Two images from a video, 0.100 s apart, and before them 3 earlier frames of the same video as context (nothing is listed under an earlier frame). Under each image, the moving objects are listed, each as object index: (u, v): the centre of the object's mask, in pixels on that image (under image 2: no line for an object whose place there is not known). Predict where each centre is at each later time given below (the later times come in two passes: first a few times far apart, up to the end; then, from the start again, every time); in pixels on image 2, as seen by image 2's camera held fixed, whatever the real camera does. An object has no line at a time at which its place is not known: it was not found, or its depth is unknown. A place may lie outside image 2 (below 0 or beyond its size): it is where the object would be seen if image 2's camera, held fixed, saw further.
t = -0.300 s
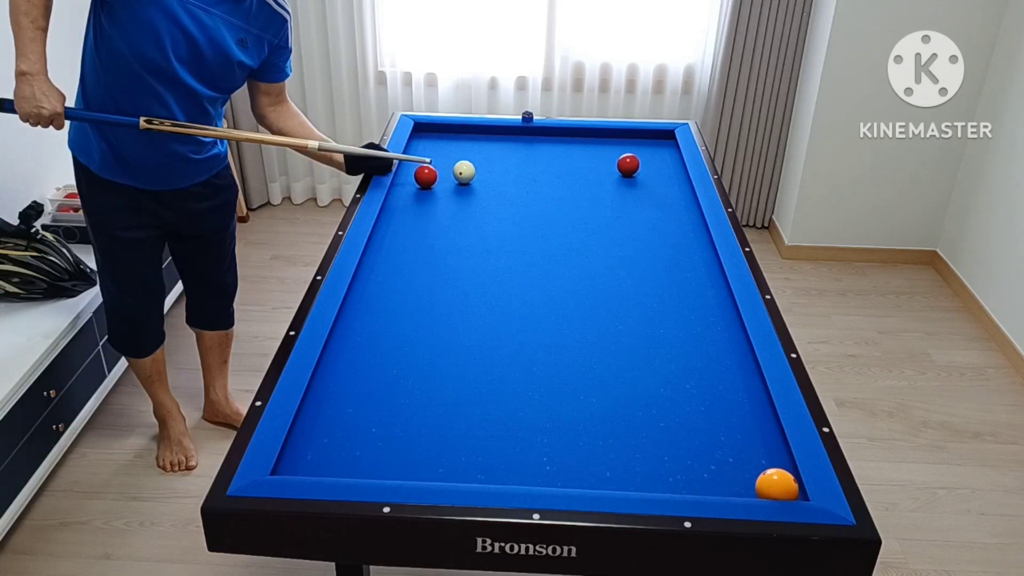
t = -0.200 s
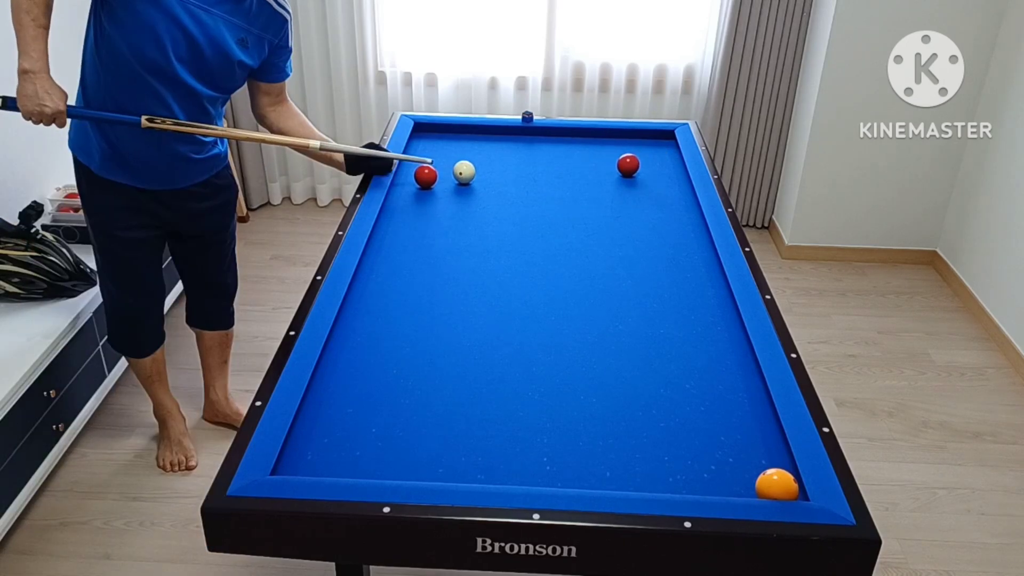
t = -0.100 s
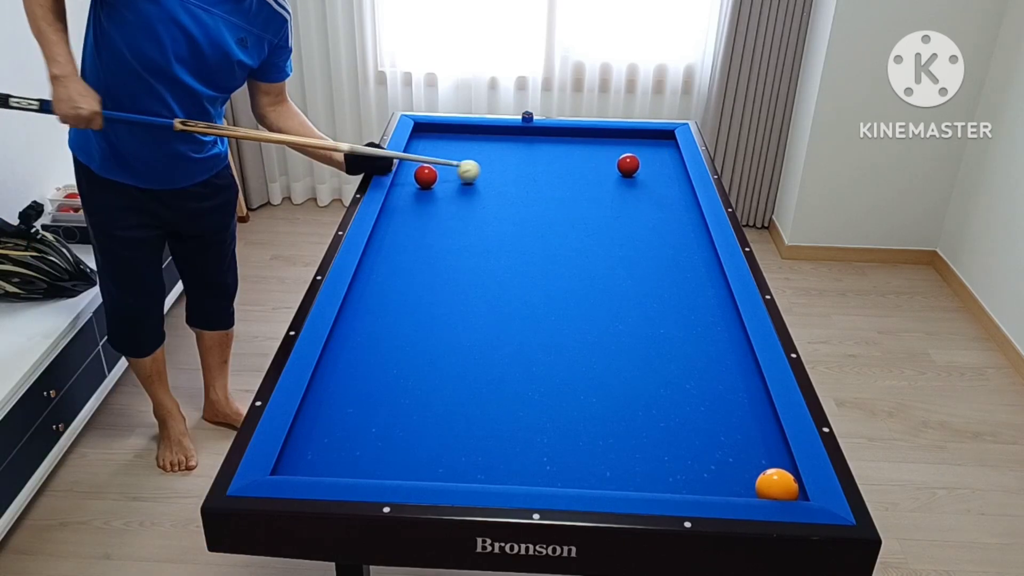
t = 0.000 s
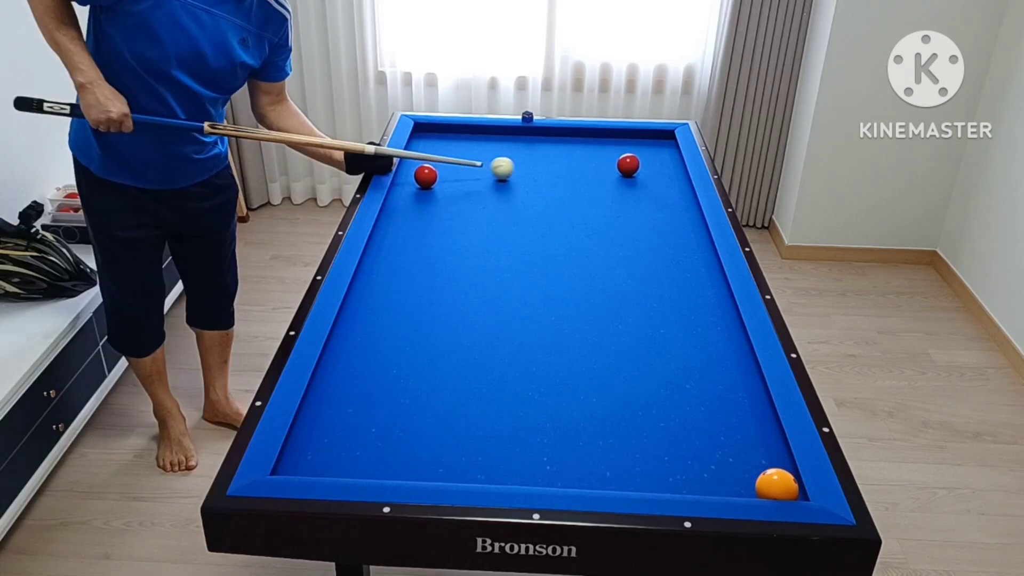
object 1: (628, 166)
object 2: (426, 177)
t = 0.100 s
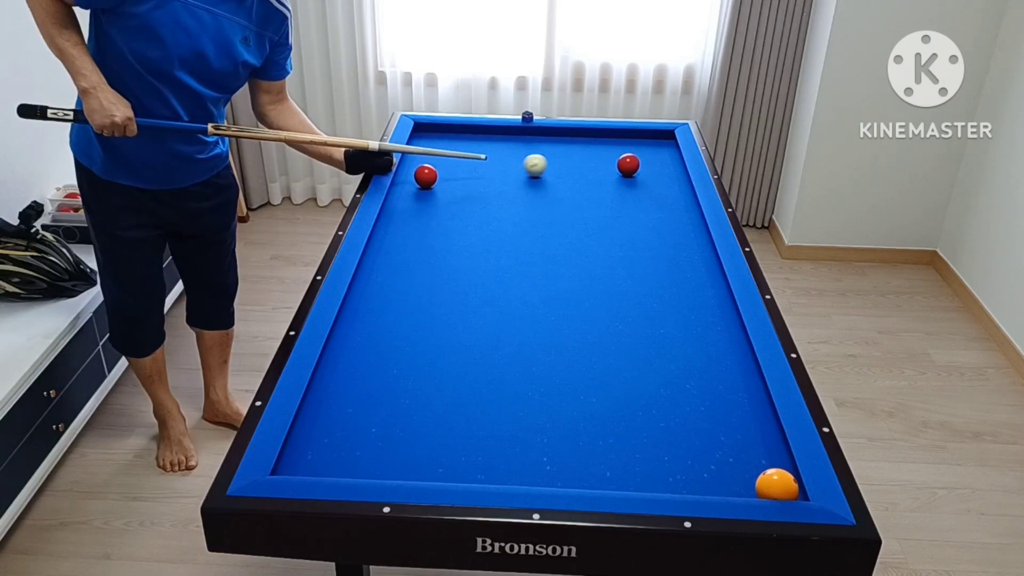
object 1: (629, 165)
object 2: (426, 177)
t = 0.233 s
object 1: (628, 165)
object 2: (426, 176)
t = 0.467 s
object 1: (641, 168)
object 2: (426, 176)
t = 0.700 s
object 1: (662, 173)
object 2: (426, 176)
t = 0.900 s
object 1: (678, 178)
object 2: (426, 176)
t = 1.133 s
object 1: (669, 179)
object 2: (426, 176)
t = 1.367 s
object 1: (661, 181)
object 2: (426, 176)
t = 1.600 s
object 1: (656, 182)
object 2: (426, 176)
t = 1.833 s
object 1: (651, 184)
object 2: (426, 176)
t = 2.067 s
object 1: (649, 185)
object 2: (426, 176)
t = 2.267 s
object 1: (647, 186)
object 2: (426, 176)
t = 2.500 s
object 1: (646, 187)
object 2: (426, 176)
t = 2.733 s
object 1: (647, 188)
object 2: (426, 176)
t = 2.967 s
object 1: (648, 188)
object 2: (424, 177)
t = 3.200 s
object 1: (648, 188)
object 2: (418, 180)
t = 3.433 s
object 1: (647, 188)
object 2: (412, 182)
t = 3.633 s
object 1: (647, 188)
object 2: (407, 184)
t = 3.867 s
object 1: (647, 188)
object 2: (402, 185)
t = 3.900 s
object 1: (647, 188)
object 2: (402, 185)
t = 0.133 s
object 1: (628, 165)
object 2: (426, 176)
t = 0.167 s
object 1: (628, 165)
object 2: (426, 176)
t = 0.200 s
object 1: (628, 165)
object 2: (426, 176)
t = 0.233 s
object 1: (628, 165)
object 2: (426, 176)
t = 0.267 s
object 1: (628, 165)
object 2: (426, 176)
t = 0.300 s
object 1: (628, 165)
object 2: (426, 176)
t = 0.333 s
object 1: (628, 165)
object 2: (426, 176)
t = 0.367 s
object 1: (631, 166)
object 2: (426, 176)
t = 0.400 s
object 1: (635, 167)
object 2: (426, 176)
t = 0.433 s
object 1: (638, 167)
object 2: (426, 176)
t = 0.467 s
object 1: (641, 168)
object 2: (426, 176)
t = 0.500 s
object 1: (644, 169)
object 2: (426, 176)
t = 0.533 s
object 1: (647, 170)
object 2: (426, 176)
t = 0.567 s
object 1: (650, 170)
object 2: (426, 176)
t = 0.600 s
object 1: (653, 171)
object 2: (426, 176)
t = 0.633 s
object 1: (656, 172)
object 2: (426, 176)
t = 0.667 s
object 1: (659, 172)
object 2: (426, 176)
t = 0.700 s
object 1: (662, 173)
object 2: (426, 176)
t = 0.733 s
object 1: (665, 174)
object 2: (426, 176)
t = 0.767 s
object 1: (669, 175)
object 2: (426, 176)
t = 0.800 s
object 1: (671, 176)
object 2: (426, 176)
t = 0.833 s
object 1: (675, 176)
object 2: (426, 176)
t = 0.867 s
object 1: (678, 177)
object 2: (426, 176)
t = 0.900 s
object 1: (678, 178)
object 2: (426, 176)
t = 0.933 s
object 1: (676, 178)
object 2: (426, 176)
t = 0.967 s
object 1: (675, 178)
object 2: (426, 176)
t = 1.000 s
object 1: (674, 178)
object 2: (426, 176)
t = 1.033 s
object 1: (672, 178)
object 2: (426, 176)
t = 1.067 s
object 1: (671, 179)
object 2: (426, 176)
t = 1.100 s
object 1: (670, 179)
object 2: (426, 176)
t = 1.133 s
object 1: (669, 179)
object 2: (426, 176)
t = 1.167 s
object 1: (668, 179)
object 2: (426, 176)
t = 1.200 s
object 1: (667, 180)
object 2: (426, 176)
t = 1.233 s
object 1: (665, 180)
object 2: (426, 176)
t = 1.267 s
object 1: (664, 180)
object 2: (426, 176)
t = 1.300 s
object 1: (663, 180)
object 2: (426, 176)
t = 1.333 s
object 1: (662, 180)
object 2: (426, 176)
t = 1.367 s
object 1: (661, 181)
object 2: (426, 176)
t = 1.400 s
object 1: (660, 181)
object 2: (426, 176)
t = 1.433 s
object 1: (660, 181)
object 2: (426, 176)
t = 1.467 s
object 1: (659, 181)
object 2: (426, 176)
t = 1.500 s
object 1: (658, 182)
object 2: (426, 176)
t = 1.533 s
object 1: (657, 182)
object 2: (426, 176)
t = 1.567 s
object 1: (656, 182)
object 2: (426, 176)
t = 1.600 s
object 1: (656, 182)
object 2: (426, 176)
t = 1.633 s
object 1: (655, 182)
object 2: (426, 176)
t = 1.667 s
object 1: (654, 183)
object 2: (426, 176)
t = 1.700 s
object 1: (654, 183)
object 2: (426, 176)
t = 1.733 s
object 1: (653, 183)
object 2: (426, 176)
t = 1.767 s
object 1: (652, 183)
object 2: (426, 176)
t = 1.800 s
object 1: (652, 184)
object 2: (426, 176)
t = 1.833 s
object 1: (651, 184)
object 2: (426, 176)
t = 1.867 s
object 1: (651, 184)
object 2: (426, 176)
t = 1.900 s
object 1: (650, 184)
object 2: (426, 176)
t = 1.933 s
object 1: (650, 184)
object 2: (426, 176)
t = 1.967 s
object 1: (649, 185)
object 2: (426, 176)
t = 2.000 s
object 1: (649, 185)
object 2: (426, 176)
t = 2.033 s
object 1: (649, 185)
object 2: (426, 176)
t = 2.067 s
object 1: (649, 185)
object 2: (426, 176)
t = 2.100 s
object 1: (648, 186)
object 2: (426, 176)
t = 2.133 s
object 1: (648, 186)
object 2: (426, 176)
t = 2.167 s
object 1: (648, 186)
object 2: (426, 176)
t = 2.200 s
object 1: (648, 186)
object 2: (426, 176)
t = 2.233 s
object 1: (647, 186)
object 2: (426, 176)
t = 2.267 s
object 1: (647, 186)
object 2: (426, 176)
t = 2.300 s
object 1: (647, 187)
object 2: (426, 176)
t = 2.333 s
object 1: (647, 187)
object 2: (426, 176)
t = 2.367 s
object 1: (646, 187)
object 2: (426, 176)
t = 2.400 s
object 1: (646, 187)
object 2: (426, 176)
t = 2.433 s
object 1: (646, 187)
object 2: (426, 176)
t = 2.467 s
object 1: (646, 187)
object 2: (426, 176)
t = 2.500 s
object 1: (646, 187)
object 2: (426, 176)
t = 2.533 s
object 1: (646, 188)
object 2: (426, 176)
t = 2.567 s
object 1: (646, 188)
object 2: (426, 176)
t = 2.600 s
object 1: (646, 188)
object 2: (426, 176)
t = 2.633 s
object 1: (646, 188)
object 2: (426, 176)
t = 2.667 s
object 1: (646, 188)
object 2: (426, 176)
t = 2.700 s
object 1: (646, 188)
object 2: (426, 176)
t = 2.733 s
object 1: (647, 188)
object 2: (426, 176)
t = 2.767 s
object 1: (647, 188)
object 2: (426, 176)
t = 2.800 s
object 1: (647, 188)
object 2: (426, 176)
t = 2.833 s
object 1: (647, 188)
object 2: (426, 176)
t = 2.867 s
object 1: (647, 188)
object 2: (425, 176)
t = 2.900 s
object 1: (648, 189)
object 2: (426, 177)
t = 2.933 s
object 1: (648, 188)
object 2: (425, 177)
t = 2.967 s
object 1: (648, 188)
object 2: (424, 177)
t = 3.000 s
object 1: (648, 188)
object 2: (423, 178)
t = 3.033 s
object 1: (648, 188)
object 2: (422, 178)
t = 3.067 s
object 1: (648, 188)
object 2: (421, 179)
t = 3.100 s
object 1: (648, 188)
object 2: (420, 179)
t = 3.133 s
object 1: (648, 188)
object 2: (419, 179)
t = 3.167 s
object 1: (648, 188)
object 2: (419, 179)
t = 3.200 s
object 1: (648, 188)
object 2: (418, 180)
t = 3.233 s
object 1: (648, 188)
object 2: (417, 180)
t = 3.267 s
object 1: (648, 188)
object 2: (416, 180)
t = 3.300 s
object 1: (648, 188)
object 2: (415, 181)
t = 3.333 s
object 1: (647, 188)
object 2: (415, 181)
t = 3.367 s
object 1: (647, 188)
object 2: (414, 181)
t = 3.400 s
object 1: (647, 188)
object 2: (413, 182)
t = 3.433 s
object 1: (647, 188)
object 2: (412, 182)
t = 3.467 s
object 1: (647, 188)
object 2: (411, 182)
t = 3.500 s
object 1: (647, 188)
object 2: (411, 183)
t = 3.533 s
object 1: (647, 188)
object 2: (410, 183)
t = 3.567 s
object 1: (647, 188)
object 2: (409, 183)
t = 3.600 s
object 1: (647, 188)
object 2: (408, 183)
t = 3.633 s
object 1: (647, 188)
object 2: (407, 184)
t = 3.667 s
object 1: (647, 188)
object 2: (406, 184)
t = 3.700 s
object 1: (647, 188)
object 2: (406, 184)
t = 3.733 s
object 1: (647, 188)
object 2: (405, 184)
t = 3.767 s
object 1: (647, 188)
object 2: (404, 185)
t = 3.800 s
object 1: (647, 188)
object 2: (403, 185)
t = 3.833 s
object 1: (647, 188)
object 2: (402, 185)
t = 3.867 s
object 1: (647, 188)
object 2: (402, 185)
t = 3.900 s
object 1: (647, 188)
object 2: (402, 185)
